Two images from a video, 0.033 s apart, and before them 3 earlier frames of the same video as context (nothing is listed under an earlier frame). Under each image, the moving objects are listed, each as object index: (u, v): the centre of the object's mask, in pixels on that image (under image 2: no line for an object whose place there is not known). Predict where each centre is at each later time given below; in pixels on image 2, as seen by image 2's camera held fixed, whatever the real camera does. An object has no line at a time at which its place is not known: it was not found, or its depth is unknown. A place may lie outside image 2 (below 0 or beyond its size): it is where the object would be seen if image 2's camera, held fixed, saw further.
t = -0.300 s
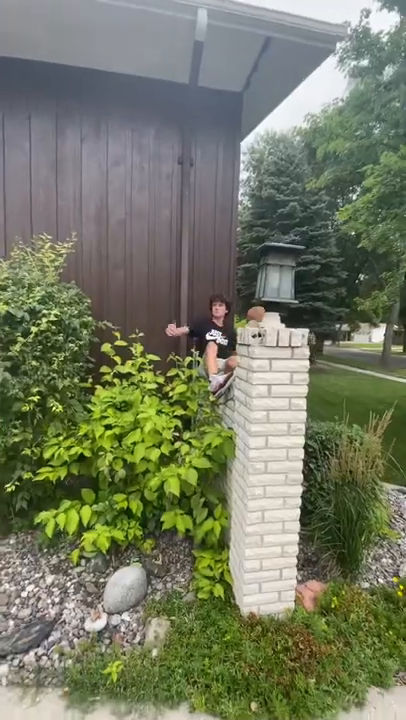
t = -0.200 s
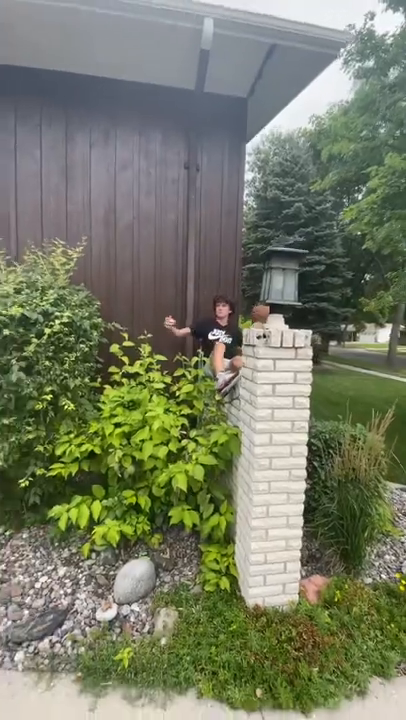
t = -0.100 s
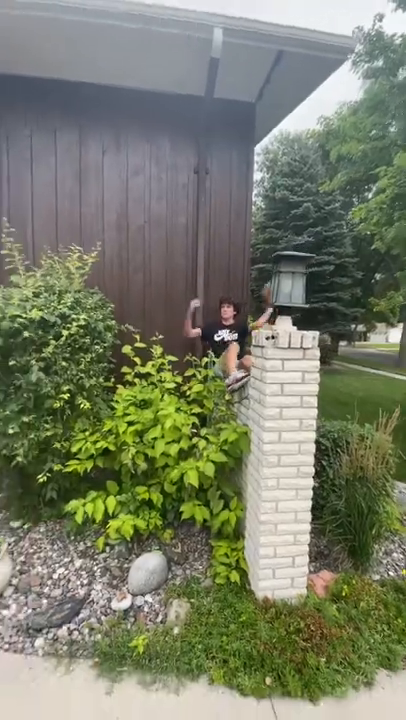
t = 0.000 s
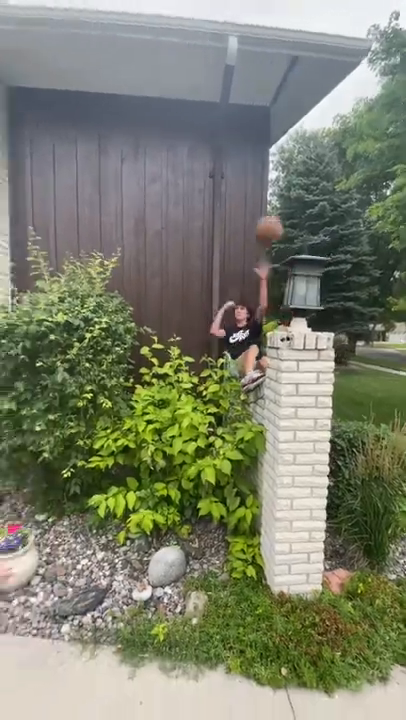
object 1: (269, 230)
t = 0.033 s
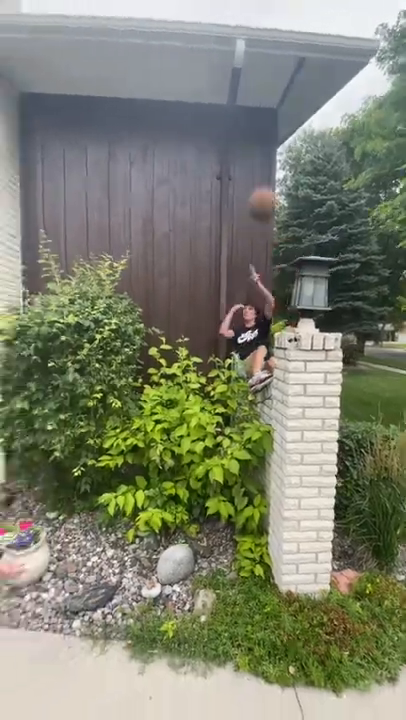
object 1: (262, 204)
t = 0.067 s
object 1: (247, 174)
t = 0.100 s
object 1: (229, 142)
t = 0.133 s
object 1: (209, 115)
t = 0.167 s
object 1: (187, 81)
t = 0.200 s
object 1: (159, 46)
